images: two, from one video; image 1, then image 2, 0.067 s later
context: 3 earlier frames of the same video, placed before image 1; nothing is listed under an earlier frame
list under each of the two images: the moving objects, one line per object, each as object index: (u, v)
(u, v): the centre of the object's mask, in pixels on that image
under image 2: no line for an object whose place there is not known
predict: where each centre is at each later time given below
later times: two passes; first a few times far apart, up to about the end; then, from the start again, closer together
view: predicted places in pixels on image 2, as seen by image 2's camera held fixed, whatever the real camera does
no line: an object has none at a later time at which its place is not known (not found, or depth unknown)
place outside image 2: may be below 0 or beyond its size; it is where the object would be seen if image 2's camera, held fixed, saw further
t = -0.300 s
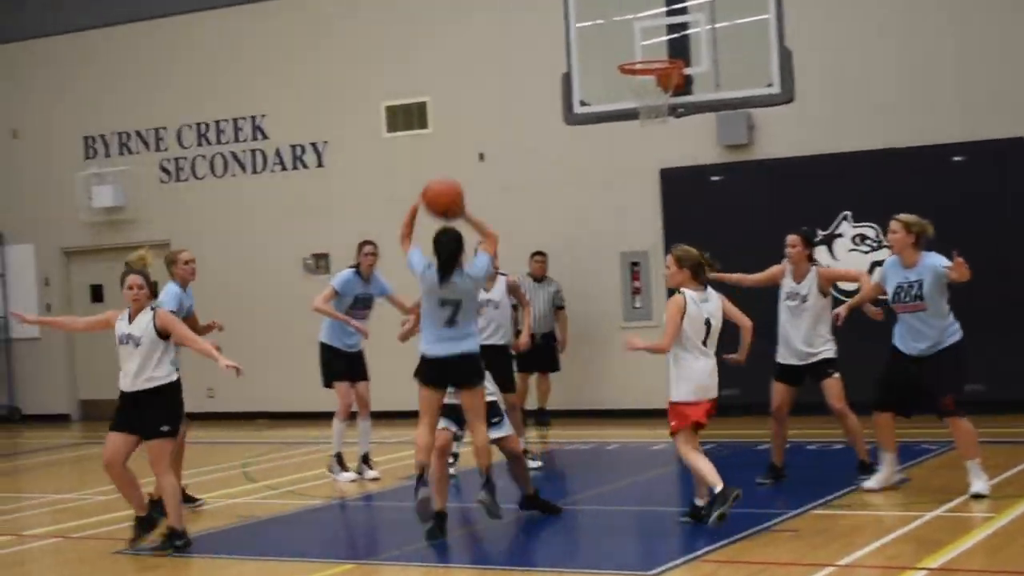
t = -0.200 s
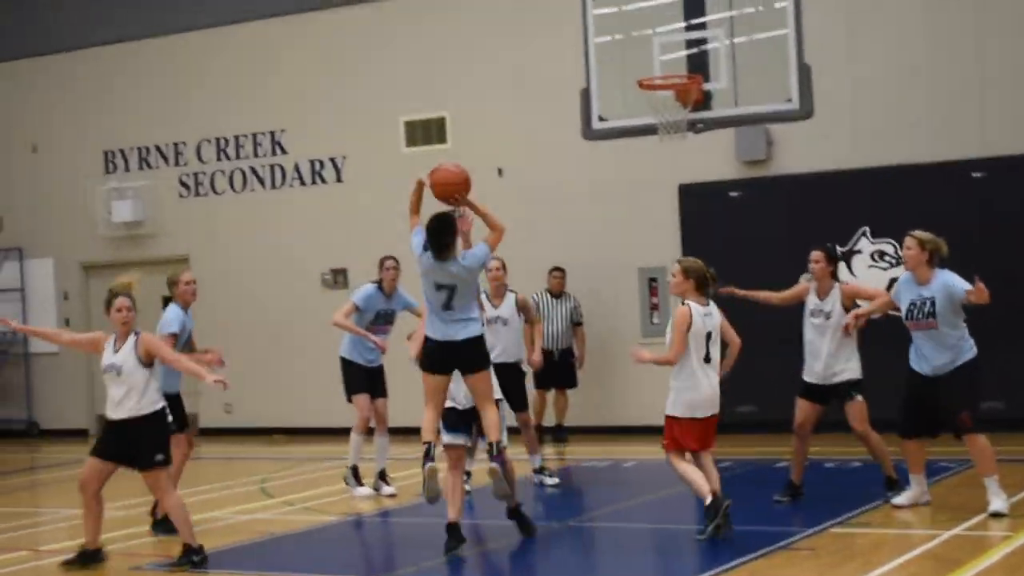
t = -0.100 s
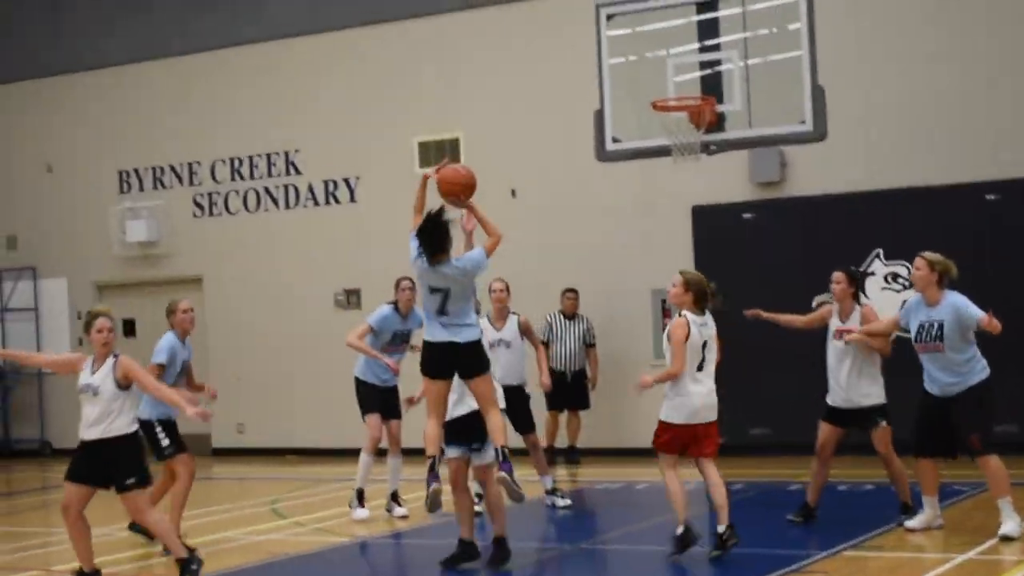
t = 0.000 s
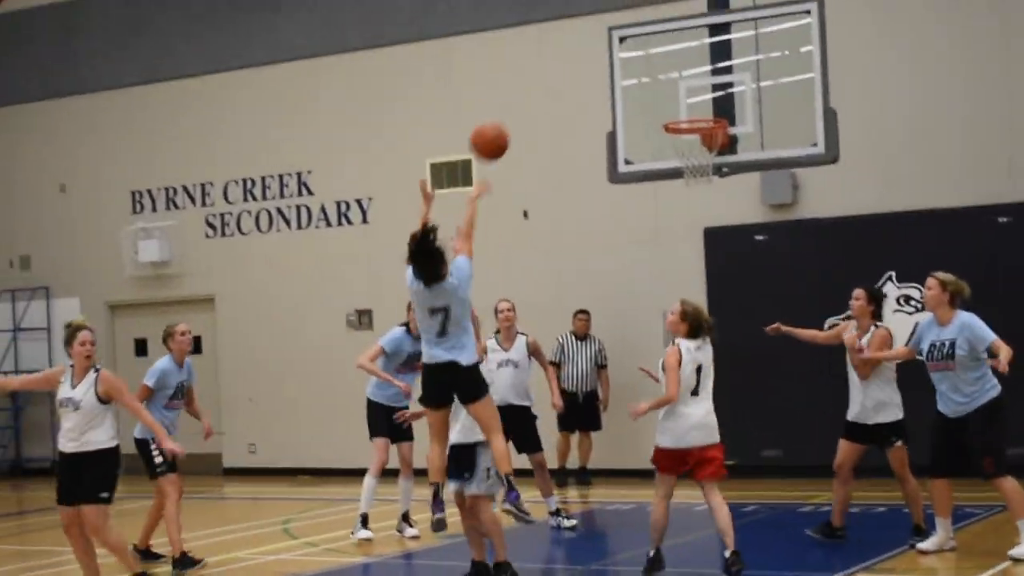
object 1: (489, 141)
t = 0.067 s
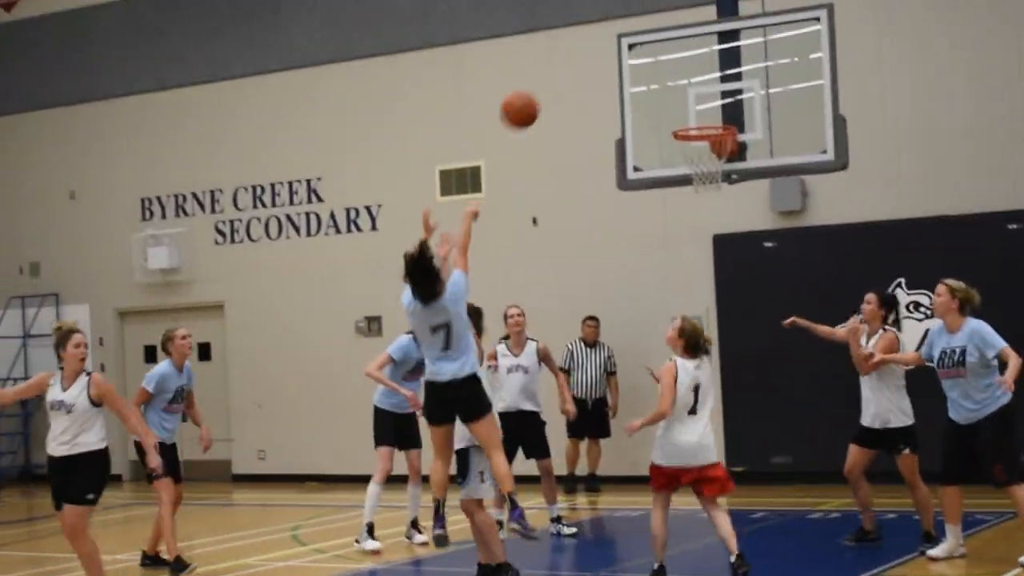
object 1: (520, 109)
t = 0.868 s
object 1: (718, 164)
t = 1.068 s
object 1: (705, 210)
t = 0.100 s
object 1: (530, 92)
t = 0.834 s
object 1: (718, 156)
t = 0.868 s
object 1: (718, 164)
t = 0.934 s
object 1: (714, 174)
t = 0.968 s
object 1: (712, 181)
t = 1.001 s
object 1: (709, 189)
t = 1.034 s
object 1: (706, 199)
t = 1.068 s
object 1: (705, 210)
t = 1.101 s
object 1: (702, 222)
